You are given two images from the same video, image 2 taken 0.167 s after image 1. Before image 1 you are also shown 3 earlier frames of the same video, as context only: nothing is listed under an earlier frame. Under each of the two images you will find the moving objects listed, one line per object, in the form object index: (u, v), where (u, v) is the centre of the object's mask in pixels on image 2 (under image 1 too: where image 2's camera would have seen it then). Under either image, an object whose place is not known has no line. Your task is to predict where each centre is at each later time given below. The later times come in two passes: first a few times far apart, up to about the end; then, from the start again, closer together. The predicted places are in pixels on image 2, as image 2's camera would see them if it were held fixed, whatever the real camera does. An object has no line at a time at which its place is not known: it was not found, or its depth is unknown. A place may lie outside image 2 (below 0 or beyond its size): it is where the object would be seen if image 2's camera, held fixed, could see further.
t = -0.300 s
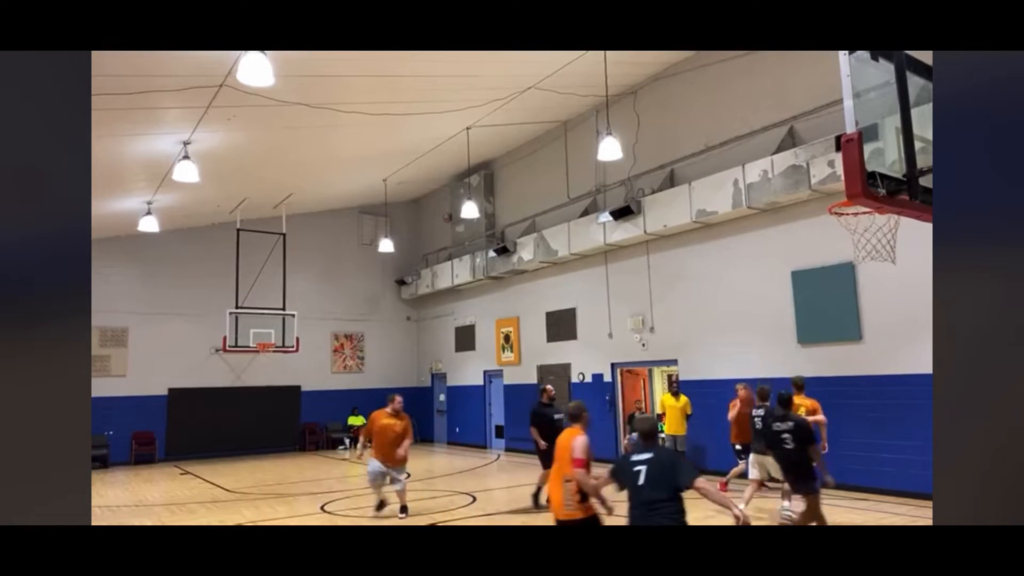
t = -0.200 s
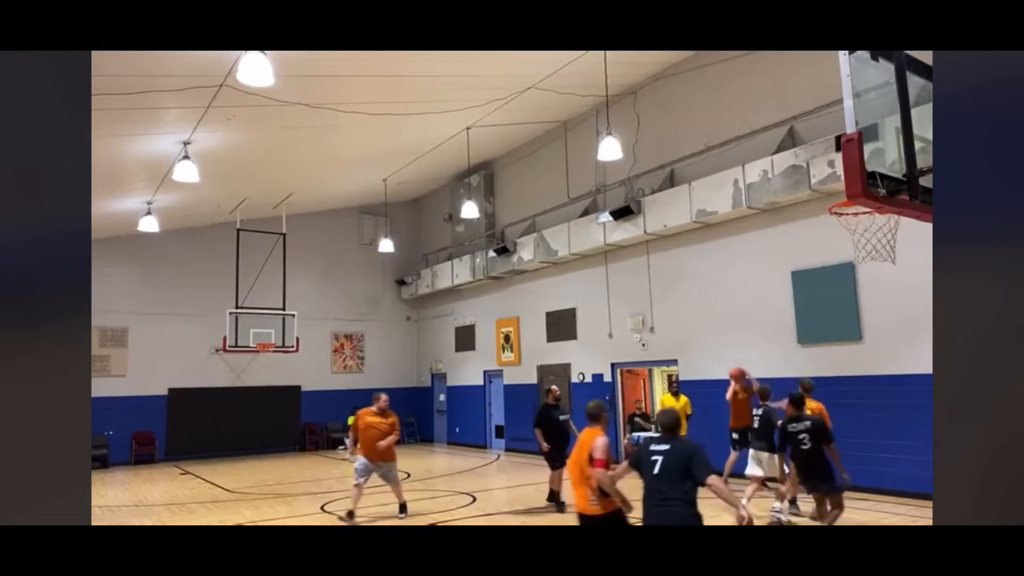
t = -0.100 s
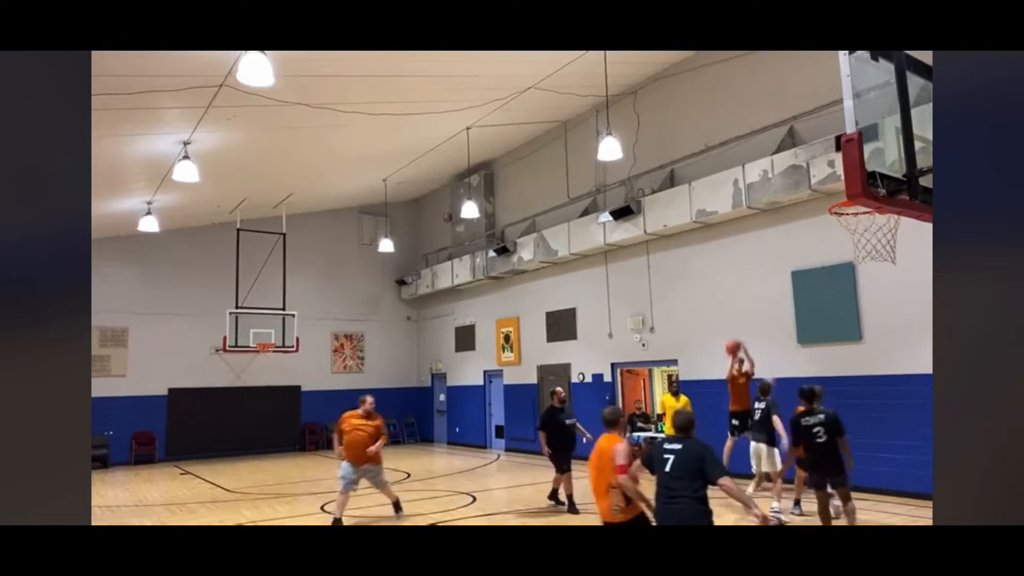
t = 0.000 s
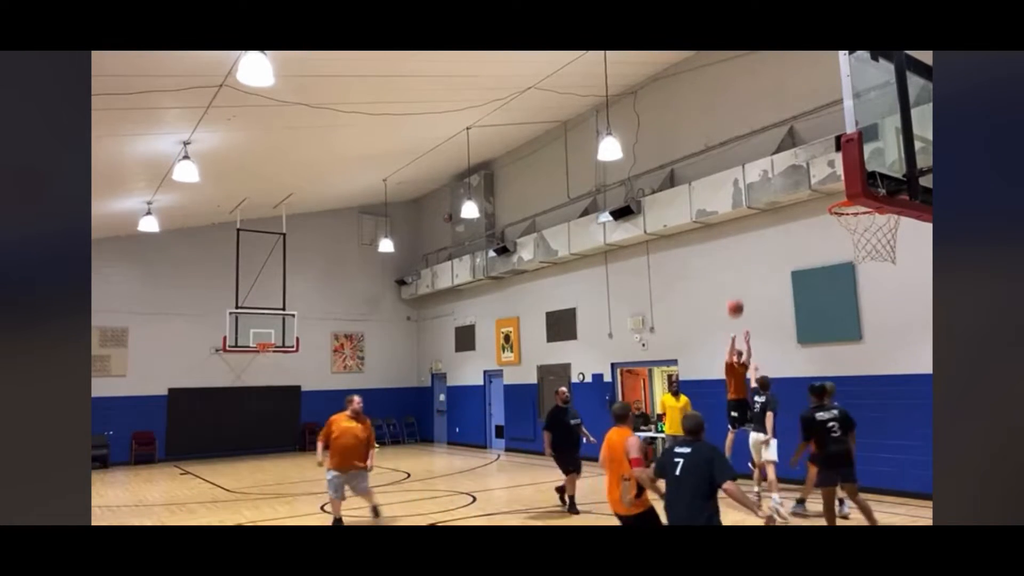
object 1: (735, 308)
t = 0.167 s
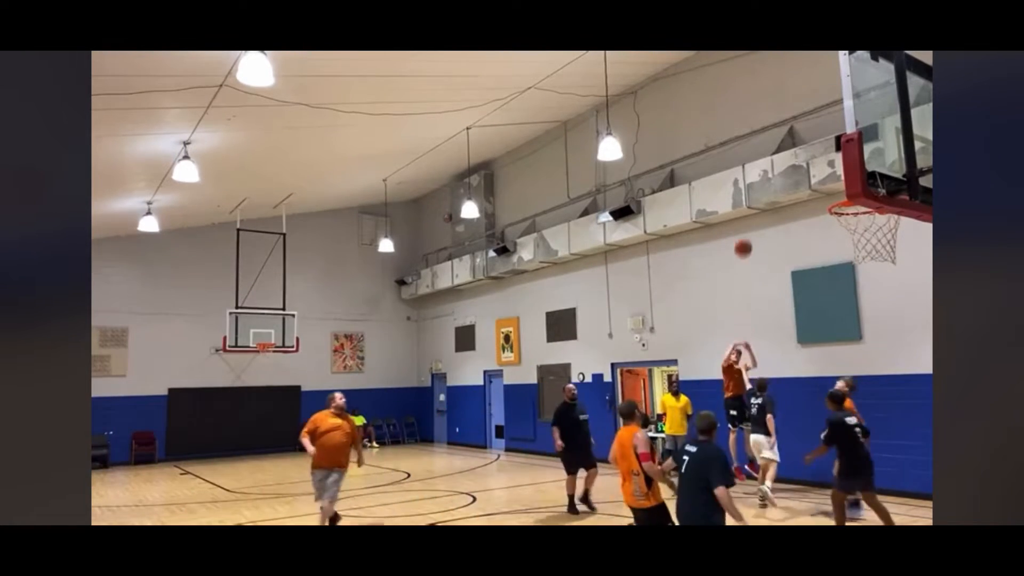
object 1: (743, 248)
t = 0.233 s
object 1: (746, 227)
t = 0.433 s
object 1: (761, 173)
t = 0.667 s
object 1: (783, 137)
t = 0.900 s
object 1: (822, 142)
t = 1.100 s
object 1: (868, 214)
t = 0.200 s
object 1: (745, 238)
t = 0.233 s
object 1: (746, 227)
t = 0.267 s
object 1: (749, 216)
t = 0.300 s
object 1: (751, 207)
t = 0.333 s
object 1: (753, 197)
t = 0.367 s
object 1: (755, 188)
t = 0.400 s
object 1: (758, 180)
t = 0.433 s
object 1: (761, 173)
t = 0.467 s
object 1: (763, 166)
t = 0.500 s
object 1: (766, 159)
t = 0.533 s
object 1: (769, 154)
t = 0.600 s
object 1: (775, 144)
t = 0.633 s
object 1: (780, 140)
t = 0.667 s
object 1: (783, 137)
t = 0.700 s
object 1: (788, 135)
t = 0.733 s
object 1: (793, 134)
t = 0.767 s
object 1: (798, 133)
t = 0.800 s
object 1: (804, 134)
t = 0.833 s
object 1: (808, 135)
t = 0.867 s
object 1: (815, 138)
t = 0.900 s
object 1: (822, 142)
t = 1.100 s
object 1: (868, 214)
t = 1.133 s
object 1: (872, 226)
